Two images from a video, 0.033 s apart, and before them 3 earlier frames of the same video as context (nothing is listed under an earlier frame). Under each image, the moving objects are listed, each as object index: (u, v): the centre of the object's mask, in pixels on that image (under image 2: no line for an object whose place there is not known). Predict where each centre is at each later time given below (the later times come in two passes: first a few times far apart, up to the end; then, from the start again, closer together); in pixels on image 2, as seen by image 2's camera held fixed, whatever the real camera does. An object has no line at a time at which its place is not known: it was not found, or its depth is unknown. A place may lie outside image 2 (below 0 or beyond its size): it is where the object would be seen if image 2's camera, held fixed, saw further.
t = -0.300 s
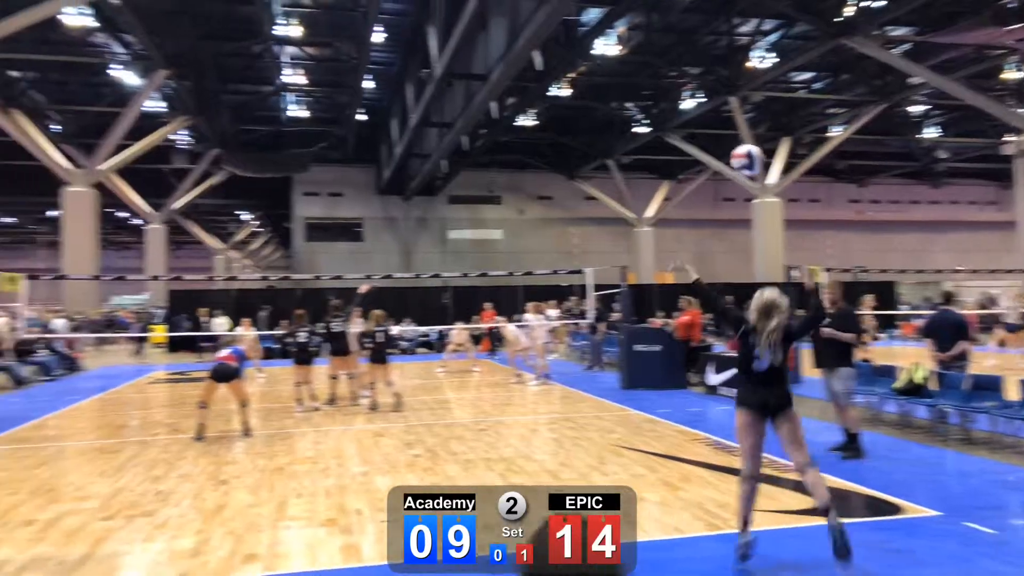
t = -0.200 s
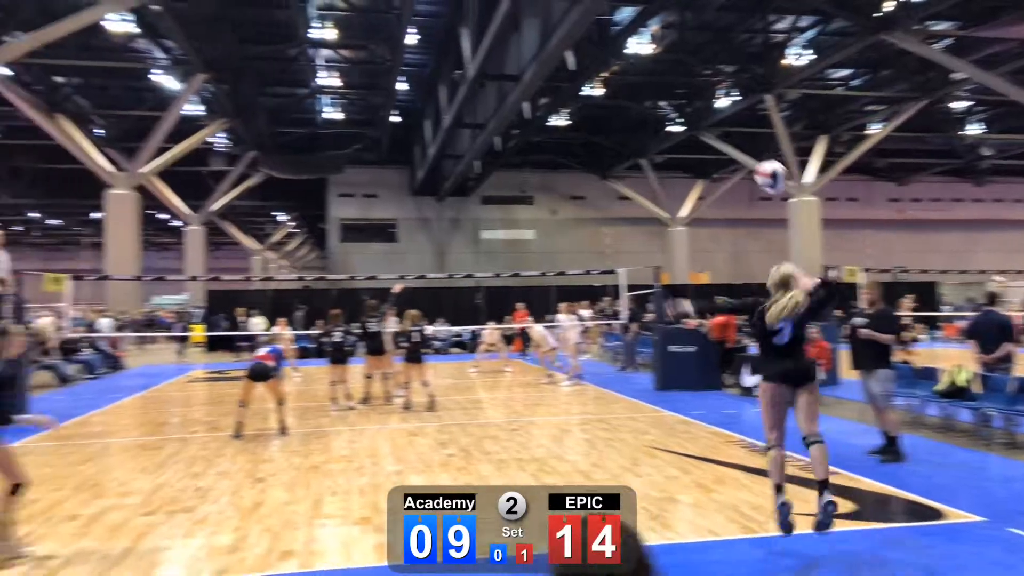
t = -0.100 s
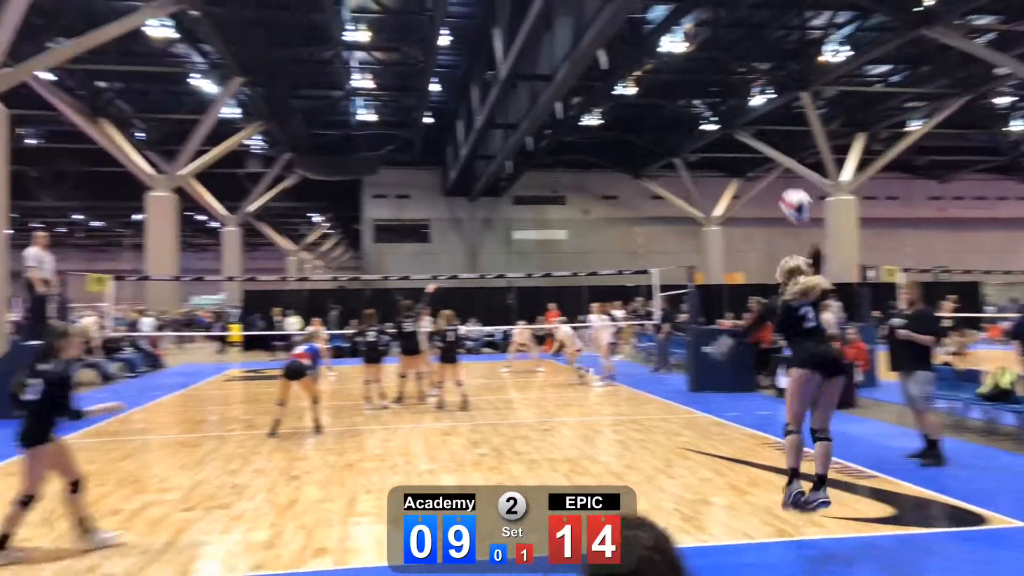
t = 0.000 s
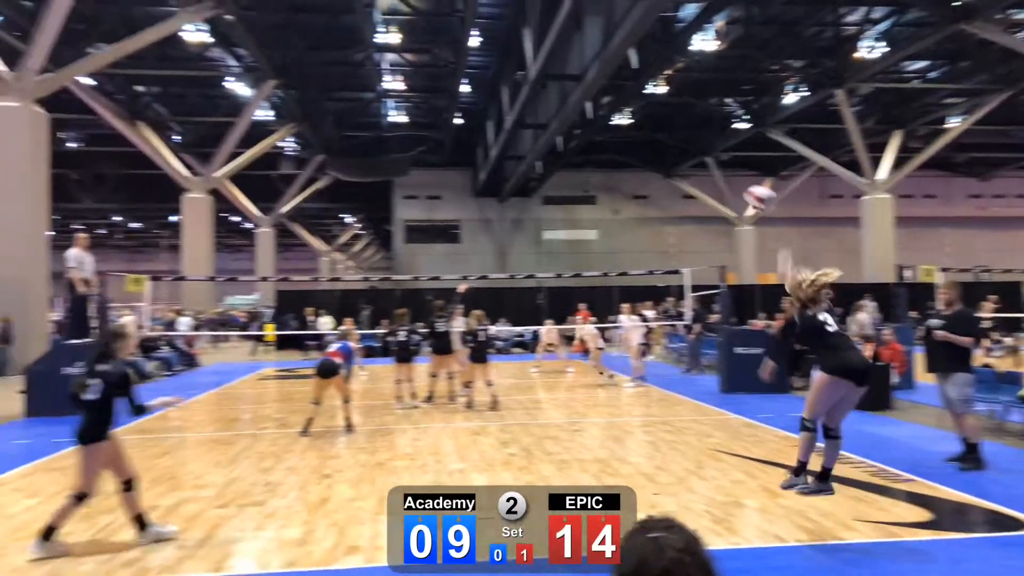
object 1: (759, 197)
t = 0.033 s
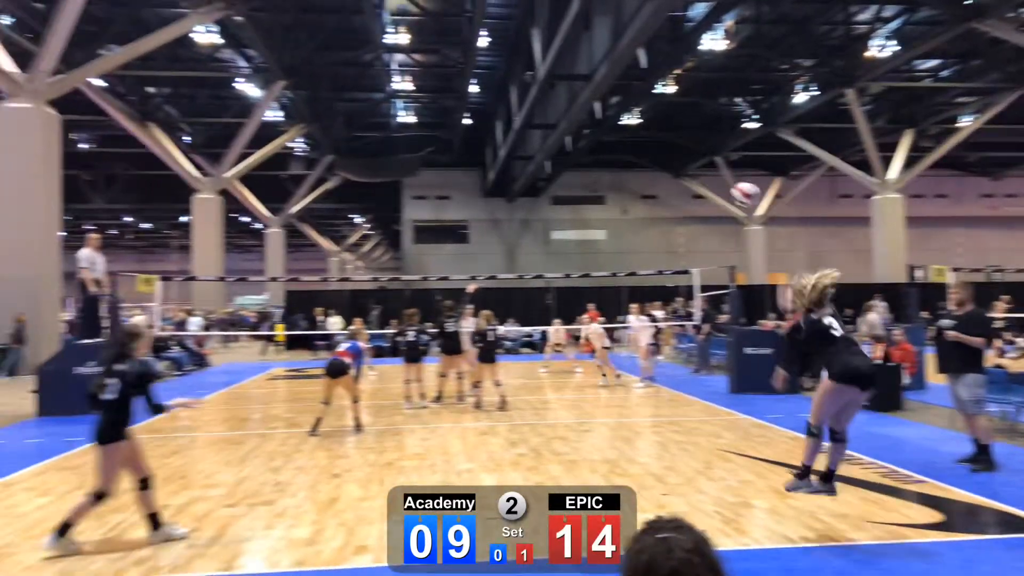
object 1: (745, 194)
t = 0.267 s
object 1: (643, 196)
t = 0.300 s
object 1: (634, 200)
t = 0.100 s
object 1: (709, 190)
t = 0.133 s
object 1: (693, 190)
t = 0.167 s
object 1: (678, 190)
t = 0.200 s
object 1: (666, 192)
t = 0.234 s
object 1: (654, 194)
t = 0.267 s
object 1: (643, 196)
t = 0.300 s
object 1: (634, 200)
